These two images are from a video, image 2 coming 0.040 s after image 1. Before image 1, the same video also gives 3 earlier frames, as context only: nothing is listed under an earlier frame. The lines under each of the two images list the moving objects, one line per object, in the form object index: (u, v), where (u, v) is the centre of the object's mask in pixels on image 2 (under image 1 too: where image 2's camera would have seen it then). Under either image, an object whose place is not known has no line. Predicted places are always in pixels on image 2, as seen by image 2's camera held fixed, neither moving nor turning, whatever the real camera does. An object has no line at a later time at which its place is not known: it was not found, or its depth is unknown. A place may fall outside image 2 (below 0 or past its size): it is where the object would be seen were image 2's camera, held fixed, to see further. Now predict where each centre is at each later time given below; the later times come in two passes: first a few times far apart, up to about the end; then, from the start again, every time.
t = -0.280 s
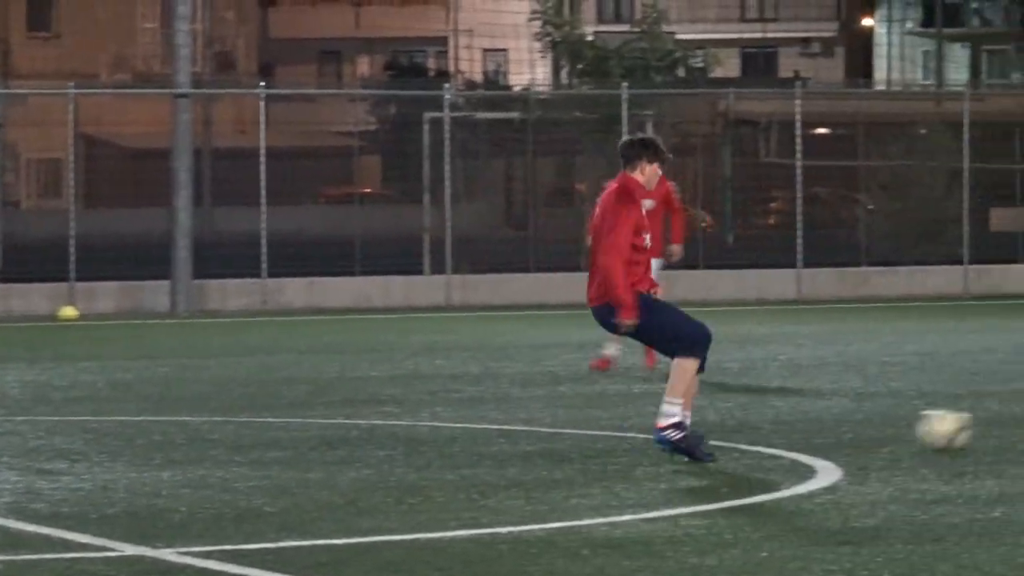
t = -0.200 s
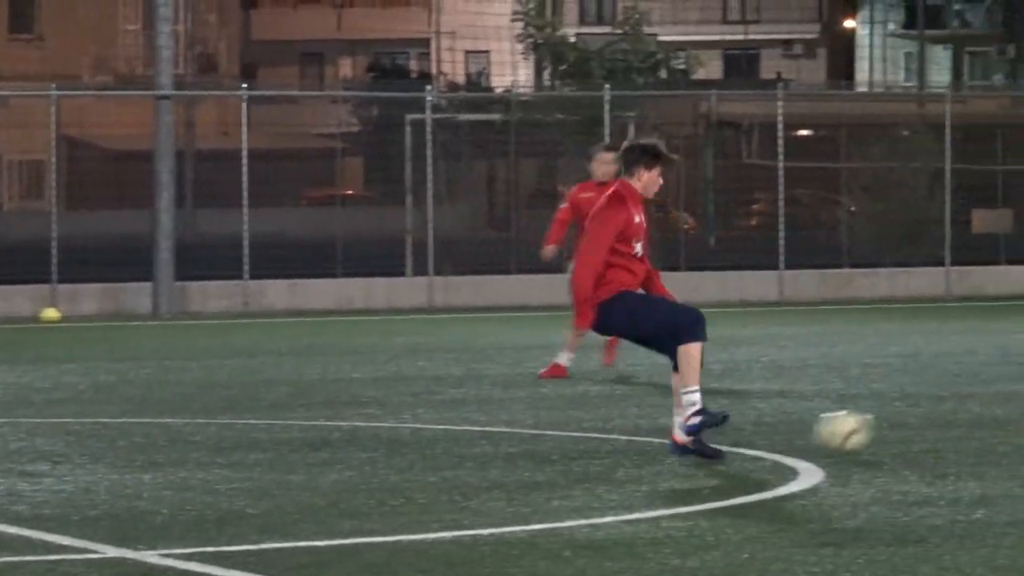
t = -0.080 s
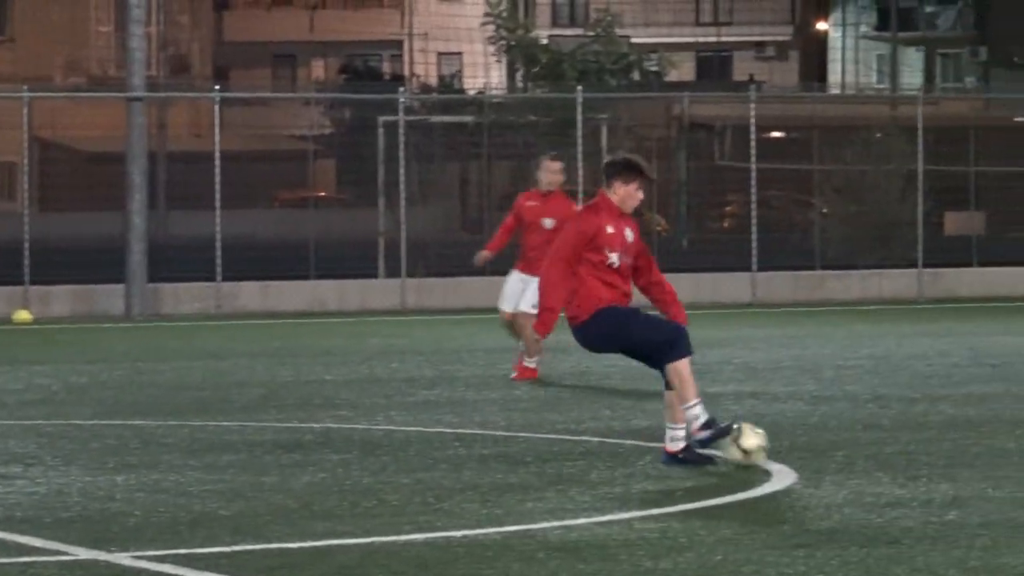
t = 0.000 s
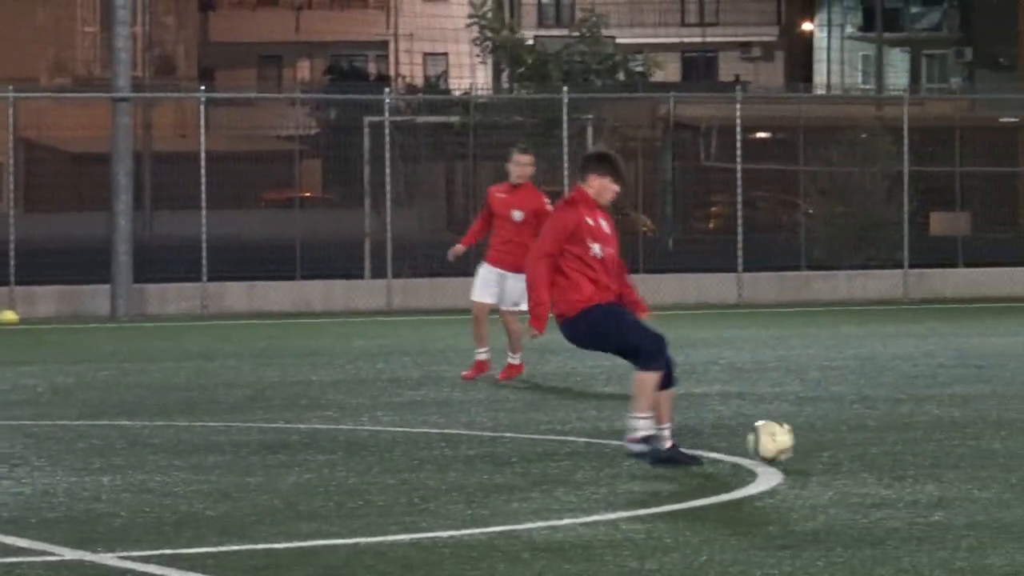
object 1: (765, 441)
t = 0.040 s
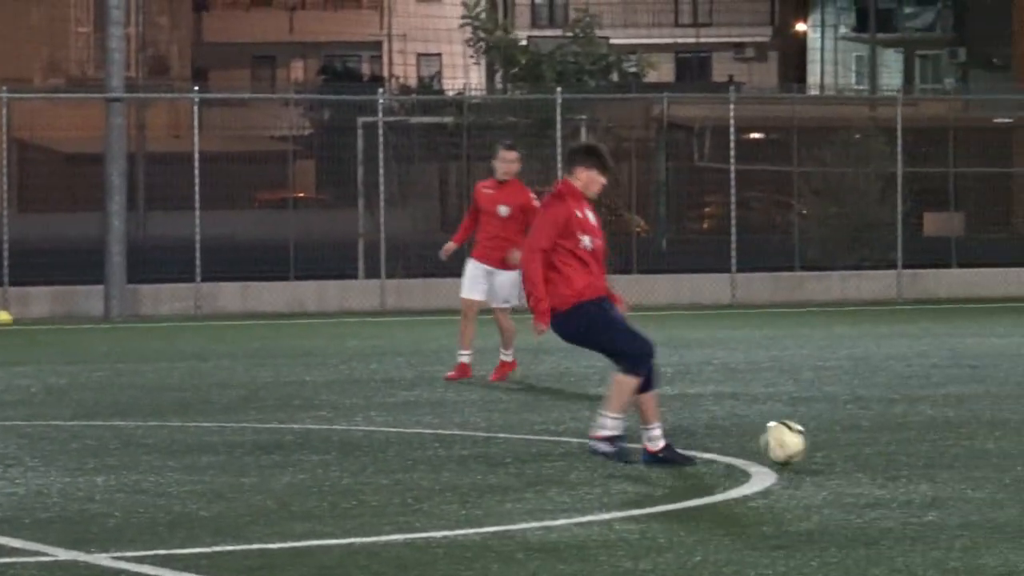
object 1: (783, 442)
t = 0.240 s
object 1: (857, 443)
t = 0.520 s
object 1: (929, 444)
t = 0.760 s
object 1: (988, 444)
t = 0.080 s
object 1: (804, 444)
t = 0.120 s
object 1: (818, 442)
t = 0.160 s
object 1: (832, 442)
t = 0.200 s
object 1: (845, 444)
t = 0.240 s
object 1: (857, 443)
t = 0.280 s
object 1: (867, 445)
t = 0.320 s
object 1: (877, 444)
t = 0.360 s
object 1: (888, 444)
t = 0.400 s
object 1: (898, 444)
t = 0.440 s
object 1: (909, 443)
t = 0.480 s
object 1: (919, 443)
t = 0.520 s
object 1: (929, 444)
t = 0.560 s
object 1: (939, 444)
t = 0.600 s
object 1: (949, 444)
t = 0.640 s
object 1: (959, 444)
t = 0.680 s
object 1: (969, 444)
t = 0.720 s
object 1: (978, 444)
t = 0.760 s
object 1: (988, 444)
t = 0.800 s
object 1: (998, 444)
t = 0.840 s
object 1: (1007, 445)
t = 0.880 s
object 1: (1016, 445)
